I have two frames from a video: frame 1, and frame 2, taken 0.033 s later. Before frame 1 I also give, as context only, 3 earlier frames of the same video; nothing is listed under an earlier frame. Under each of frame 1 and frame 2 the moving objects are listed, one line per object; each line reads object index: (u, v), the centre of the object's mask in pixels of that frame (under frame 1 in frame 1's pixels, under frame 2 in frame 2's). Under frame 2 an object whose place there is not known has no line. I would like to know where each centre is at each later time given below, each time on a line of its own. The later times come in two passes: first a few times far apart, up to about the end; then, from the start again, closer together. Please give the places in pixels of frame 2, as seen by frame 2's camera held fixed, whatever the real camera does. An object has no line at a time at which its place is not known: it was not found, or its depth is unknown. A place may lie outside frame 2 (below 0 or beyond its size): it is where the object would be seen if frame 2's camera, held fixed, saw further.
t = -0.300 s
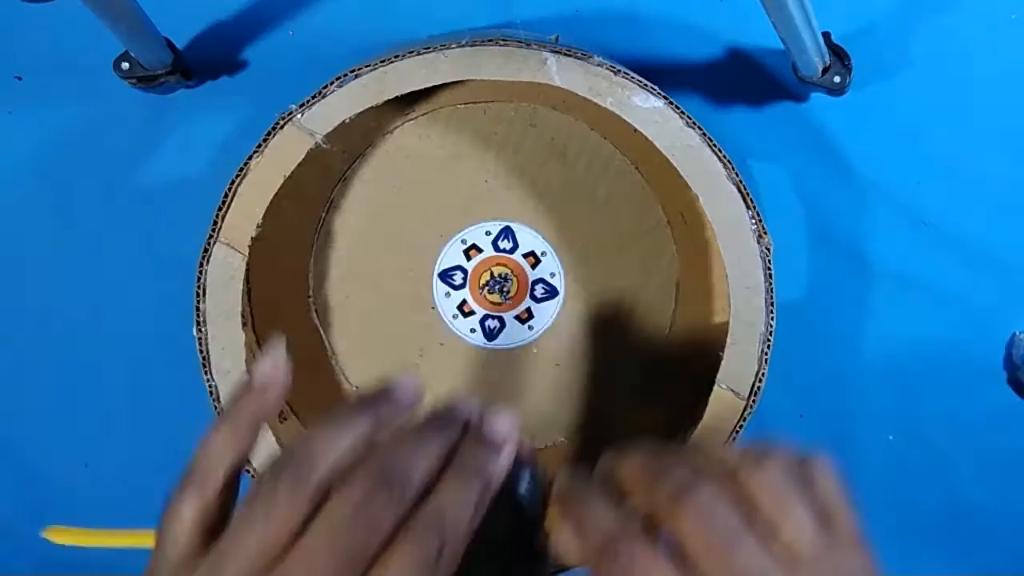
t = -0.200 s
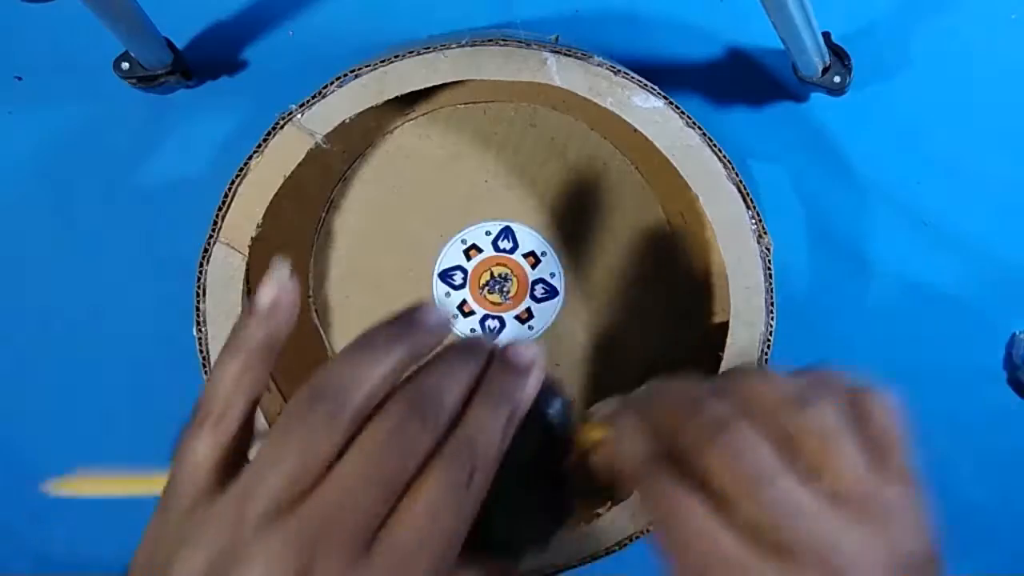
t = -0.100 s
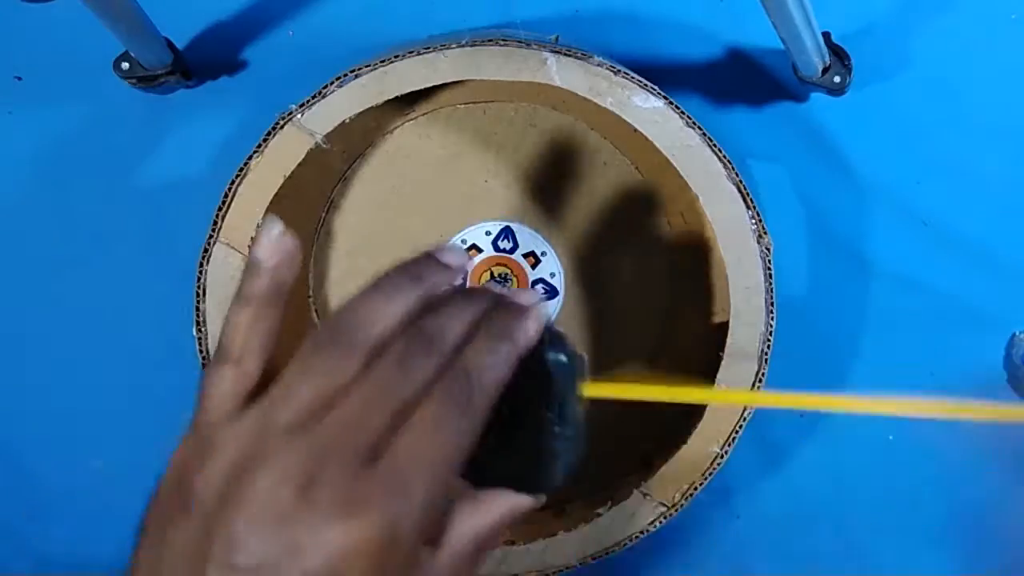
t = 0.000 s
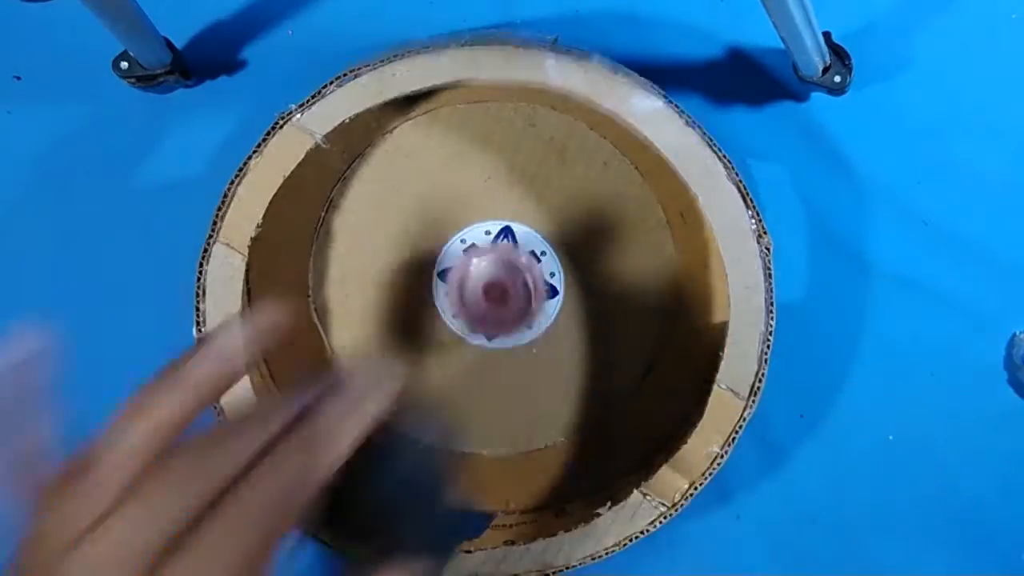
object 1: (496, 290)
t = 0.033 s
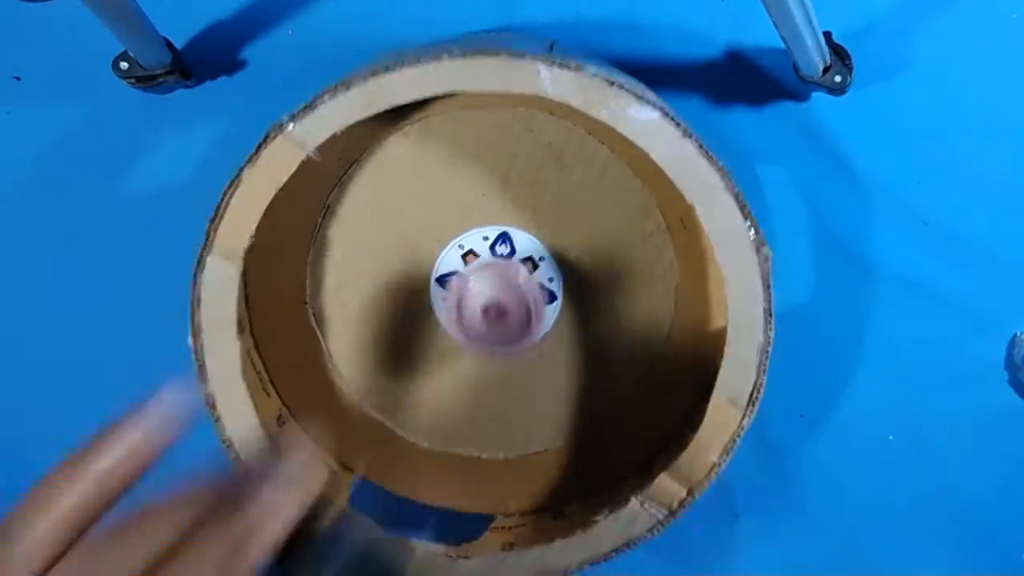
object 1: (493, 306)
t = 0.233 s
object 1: (511, 436)
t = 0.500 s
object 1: (513, 459)
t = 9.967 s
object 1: (365, 172)
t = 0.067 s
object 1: (497, 320)
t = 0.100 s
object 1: (498, 332)
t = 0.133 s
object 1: (503, 357)
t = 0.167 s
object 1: (505, 383)
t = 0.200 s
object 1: (509, 409)
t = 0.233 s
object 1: (511, 436)
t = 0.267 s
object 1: (512, 464)
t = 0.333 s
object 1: (513, 446)
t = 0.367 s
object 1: (512, 445)
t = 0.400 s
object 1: (513, 449)
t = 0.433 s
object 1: (513, 458)
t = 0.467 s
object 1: (512, 469)
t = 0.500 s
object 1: (513, 459)
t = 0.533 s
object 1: (512, 454)
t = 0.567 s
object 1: (512, 455)
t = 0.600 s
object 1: (508, 465)
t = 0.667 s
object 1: (500, 465)
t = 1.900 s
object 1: (338, 376)
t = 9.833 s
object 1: (385, 153)
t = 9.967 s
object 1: (365, 172)
